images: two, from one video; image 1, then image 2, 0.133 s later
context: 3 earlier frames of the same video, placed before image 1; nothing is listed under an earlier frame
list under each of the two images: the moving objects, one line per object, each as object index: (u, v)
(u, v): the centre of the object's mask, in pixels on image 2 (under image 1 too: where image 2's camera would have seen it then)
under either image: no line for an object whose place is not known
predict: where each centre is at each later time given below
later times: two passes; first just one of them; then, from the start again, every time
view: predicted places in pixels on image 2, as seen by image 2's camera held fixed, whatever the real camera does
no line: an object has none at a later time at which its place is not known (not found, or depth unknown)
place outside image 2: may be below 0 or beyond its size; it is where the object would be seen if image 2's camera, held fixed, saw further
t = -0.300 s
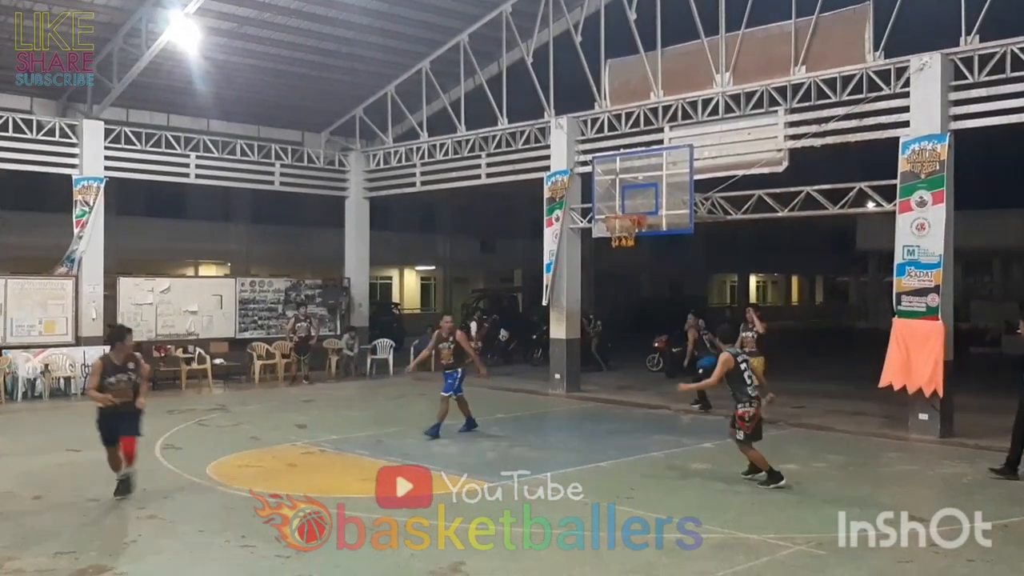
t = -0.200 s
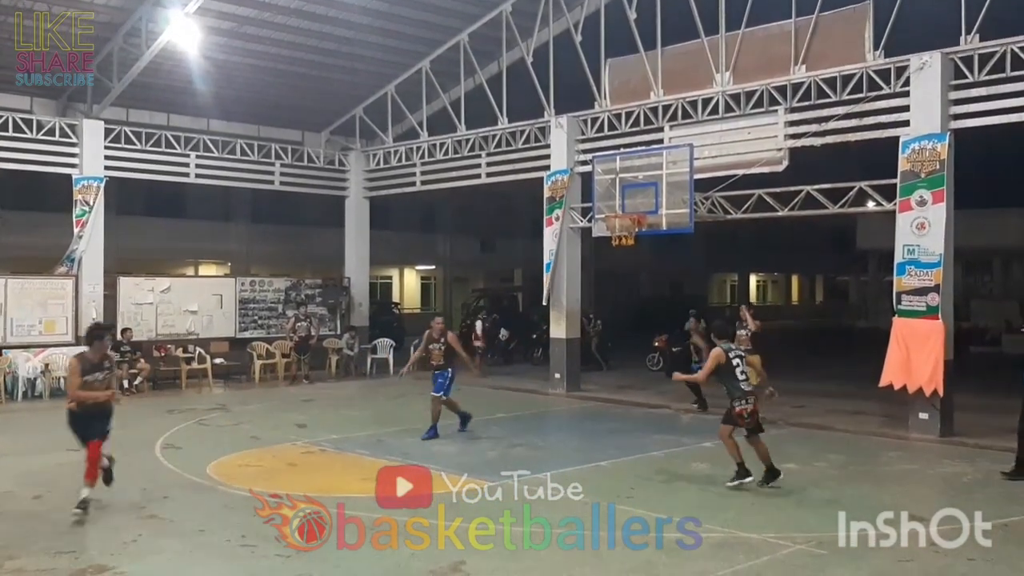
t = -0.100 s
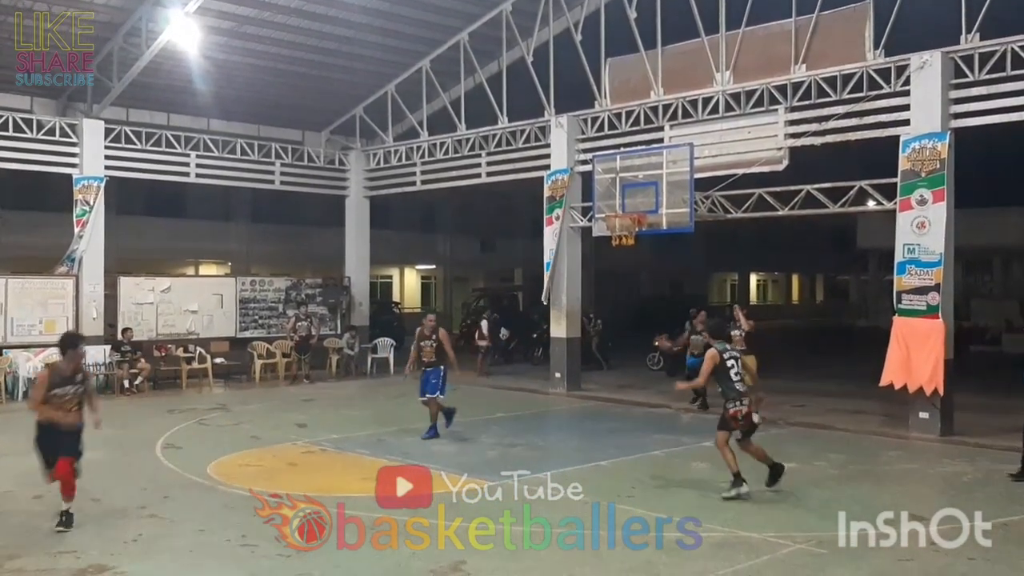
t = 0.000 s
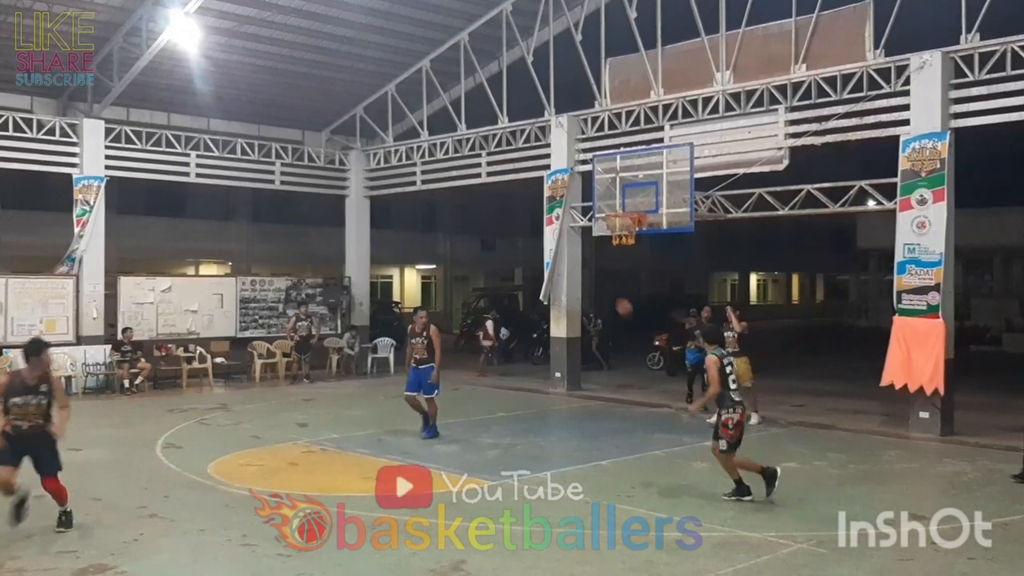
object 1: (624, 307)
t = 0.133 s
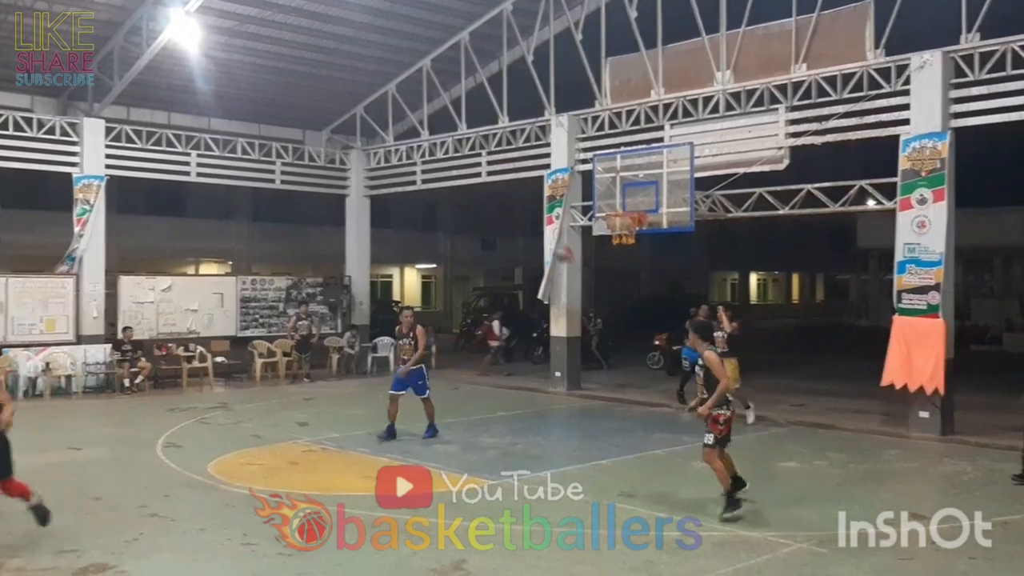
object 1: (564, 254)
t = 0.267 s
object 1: (486, 201)
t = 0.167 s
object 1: (544, 238)
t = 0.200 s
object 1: (526, 226)
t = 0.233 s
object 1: (506, 213)
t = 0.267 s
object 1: (486, 201)
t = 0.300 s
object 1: (463, 189)
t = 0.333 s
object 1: (439, 176)
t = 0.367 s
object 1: (414, 165)
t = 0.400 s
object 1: (386, 153)
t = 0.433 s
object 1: (357, 140)
